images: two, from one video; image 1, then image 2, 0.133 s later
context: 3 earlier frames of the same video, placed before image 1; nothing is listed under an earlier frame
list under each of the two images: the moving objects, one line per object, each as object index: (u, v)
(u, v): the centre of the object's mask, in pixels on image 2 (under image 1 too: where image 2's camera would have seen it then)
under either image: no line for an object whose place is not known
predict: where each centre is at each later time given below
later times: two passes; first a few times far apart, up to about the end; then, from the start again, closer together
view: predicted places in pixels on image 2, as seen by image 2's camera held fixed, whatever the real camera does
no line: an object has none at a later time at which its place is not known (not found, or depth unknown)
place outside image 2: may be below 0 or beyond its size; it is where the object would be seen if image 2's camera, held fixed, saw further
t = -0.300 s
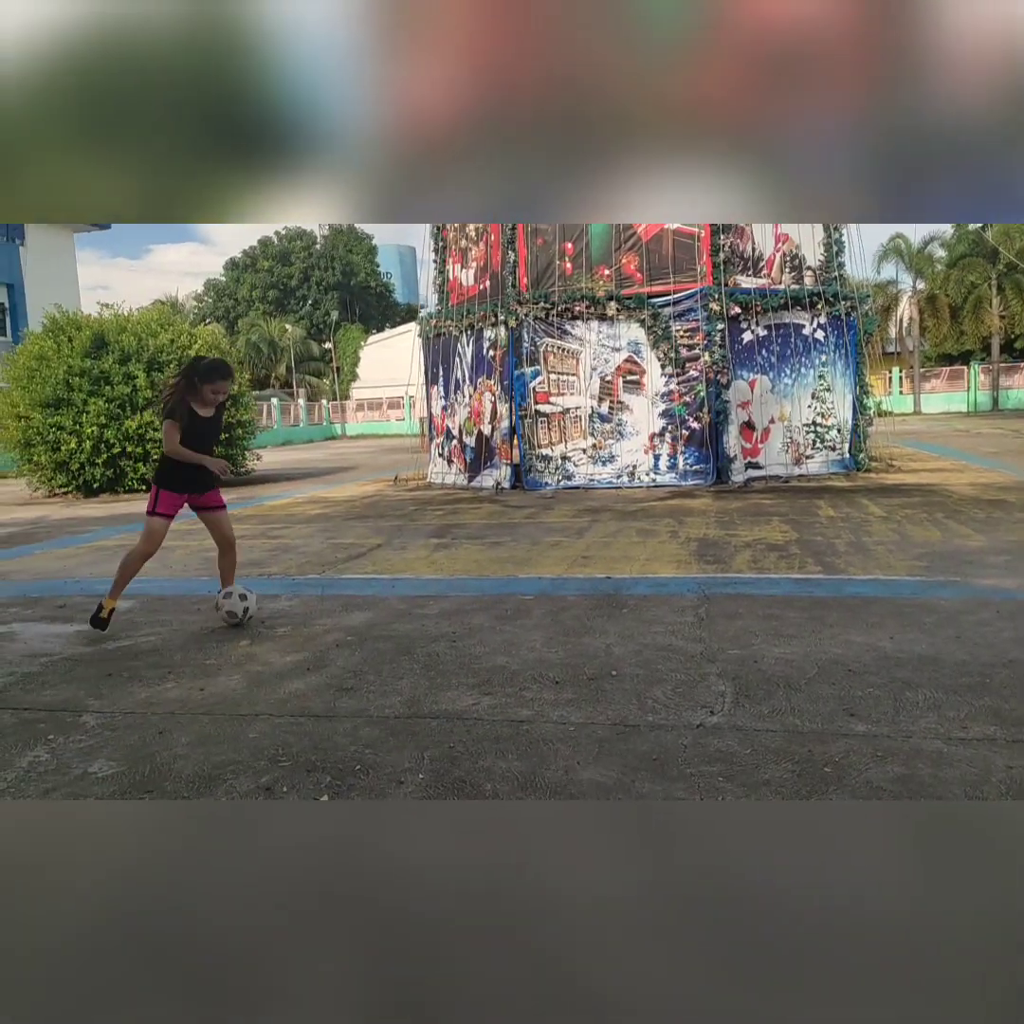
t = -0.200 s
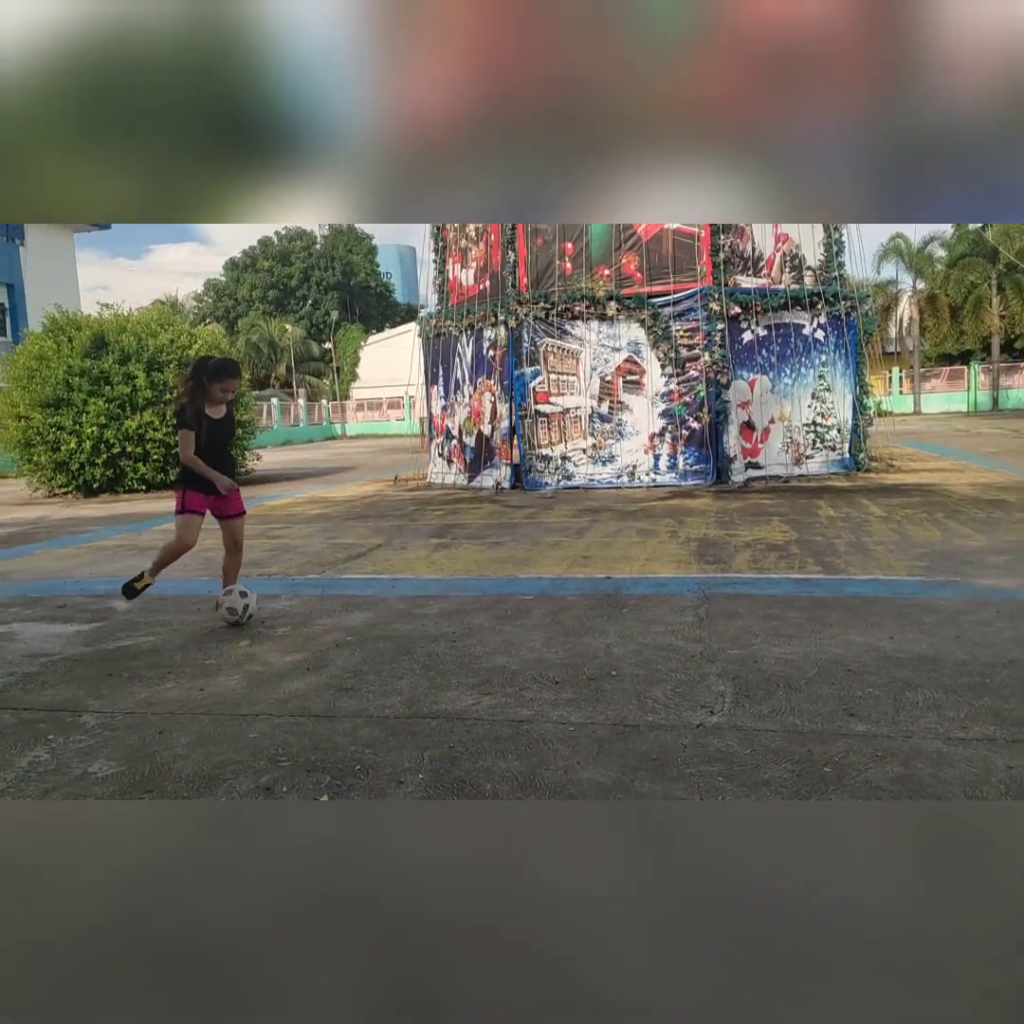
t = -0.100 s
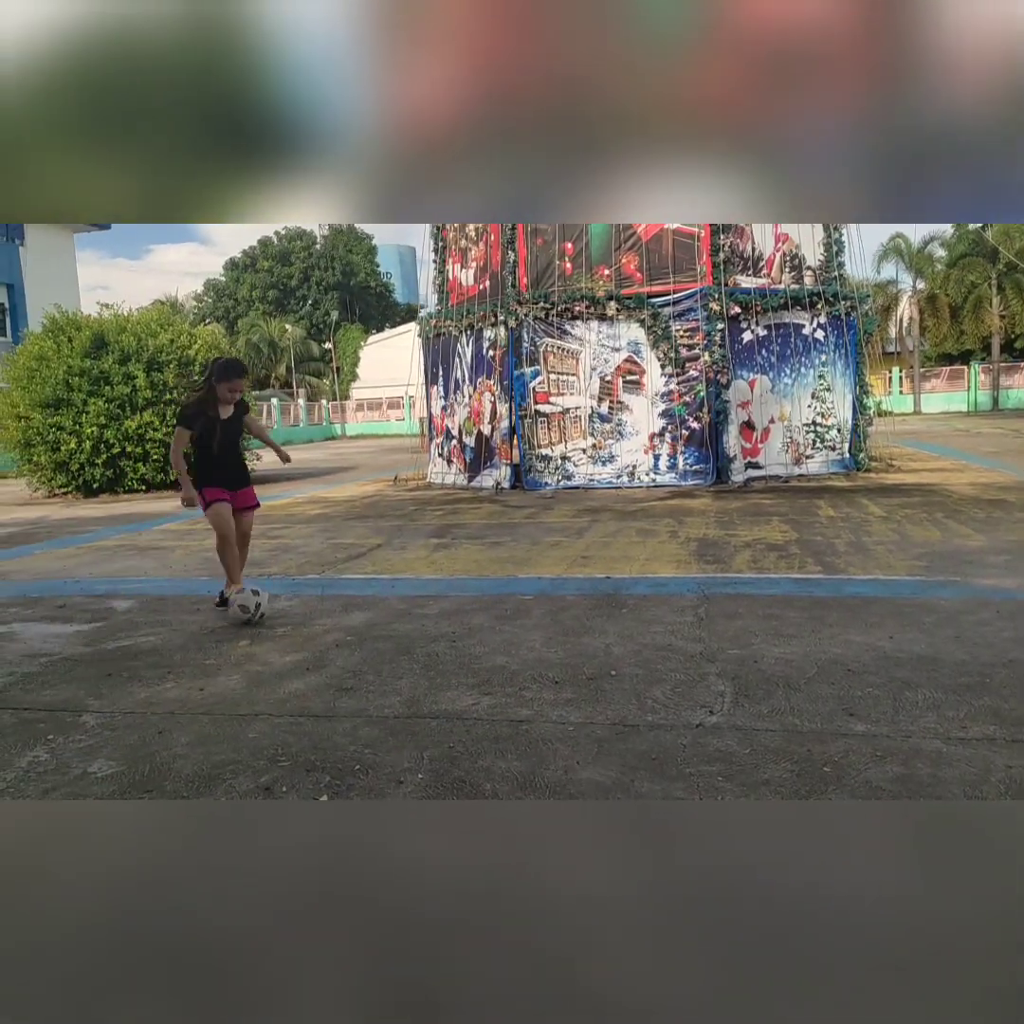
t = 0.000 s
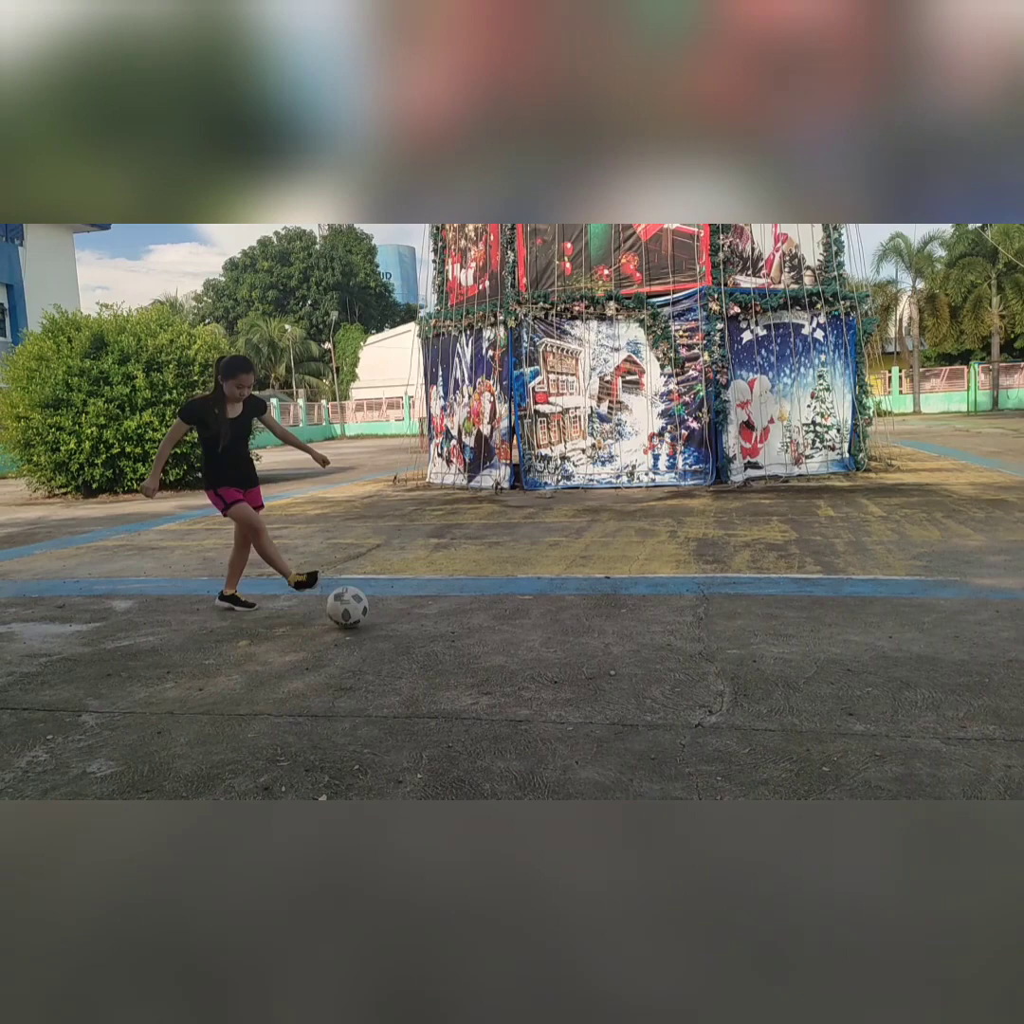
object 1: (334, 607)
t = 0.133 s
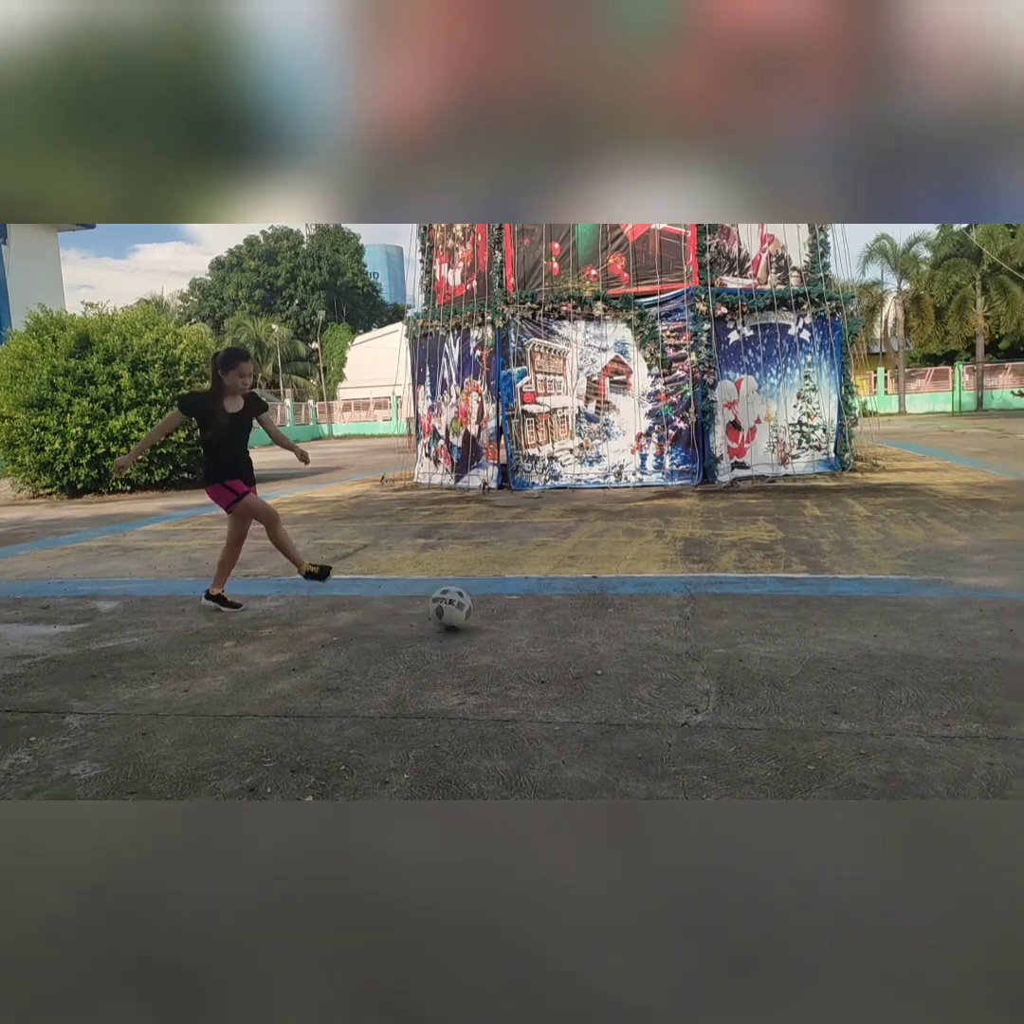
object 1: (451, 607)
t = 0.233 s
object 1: (527, 609)
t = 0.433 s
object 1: (684, 613)
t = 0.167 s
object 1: (478, 609)
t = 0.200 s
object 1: (502, 609)
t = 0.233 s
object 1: (527, 609)
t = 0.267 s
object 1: (552, 611)
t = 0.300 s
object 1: (577, 611)
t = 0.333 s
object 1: (603, 612)
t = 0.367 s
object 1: (630, 611)
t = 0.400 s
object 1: (657, 614)
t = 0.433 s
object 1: (684, 613)
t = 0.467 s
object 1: (711, 615)
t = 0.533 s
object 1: (766, 615)
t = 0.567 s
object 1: (795, 616)
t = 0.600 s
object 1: (822, 614)
